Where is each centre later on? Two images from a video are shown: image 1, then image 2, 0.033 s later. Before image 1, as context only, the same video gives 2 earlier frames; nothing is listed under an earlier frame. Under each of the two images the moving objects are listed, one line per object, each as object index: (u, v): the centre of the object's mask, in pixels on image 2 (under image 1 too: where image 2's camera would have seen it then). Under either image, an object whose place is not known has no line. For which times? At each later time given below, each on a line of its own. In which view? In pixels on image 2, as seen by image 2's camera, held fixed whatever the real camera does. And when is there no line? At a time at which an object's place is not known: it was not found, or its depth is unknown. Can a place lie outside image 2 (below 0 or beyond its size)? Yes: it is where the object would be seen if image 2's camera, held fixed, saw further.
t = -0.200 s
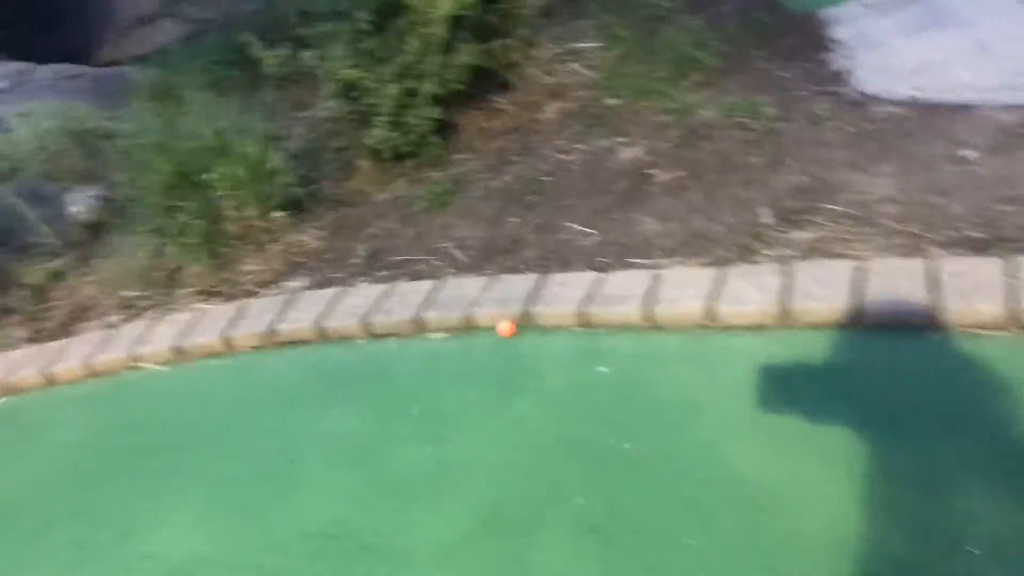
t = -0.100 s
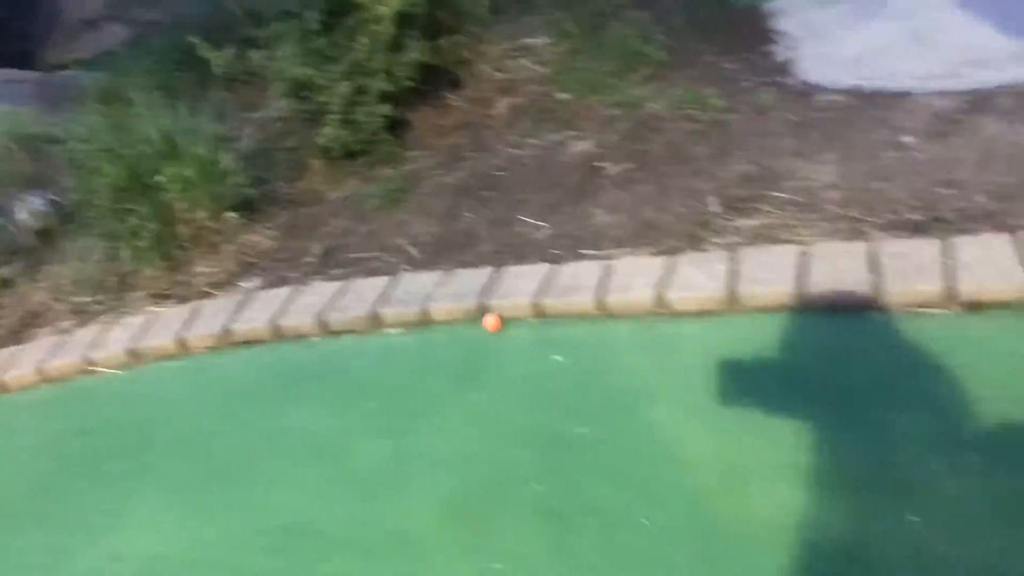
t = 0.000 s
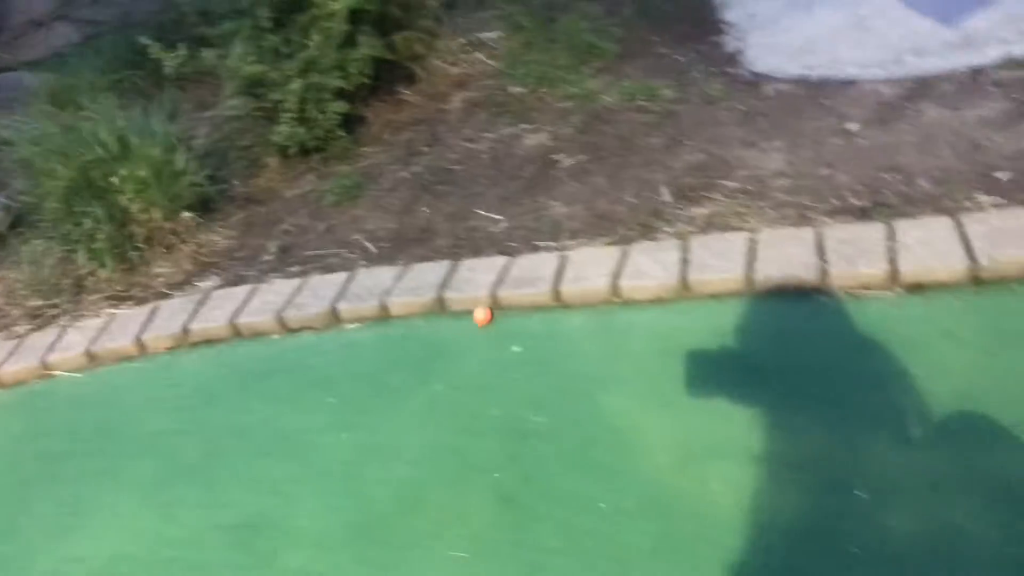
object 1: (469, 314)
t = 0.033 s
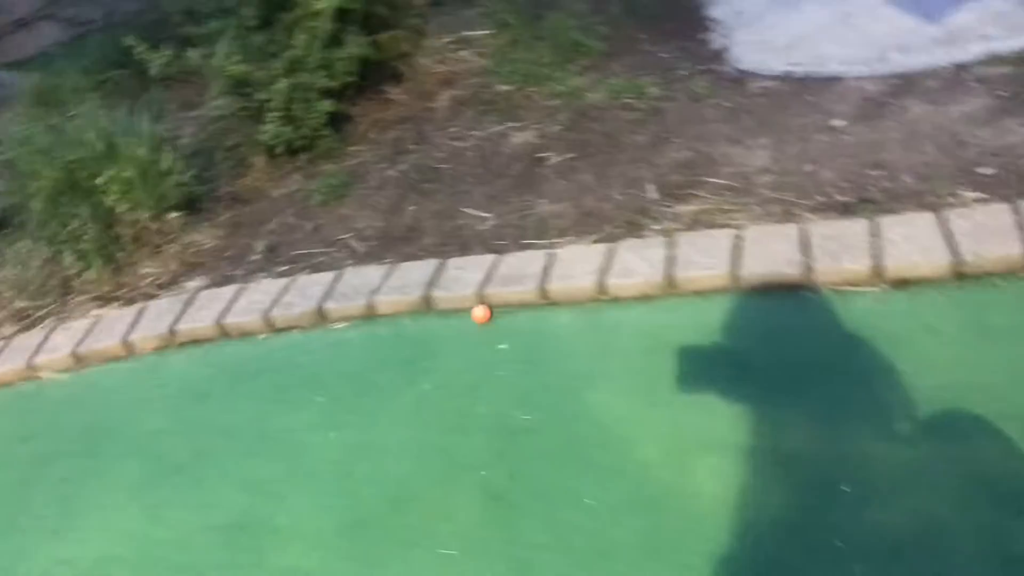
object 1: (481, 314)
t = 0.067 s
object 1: (493, 313)
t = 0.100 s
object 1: (504, 312)
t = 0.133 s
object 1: (517, 313)
